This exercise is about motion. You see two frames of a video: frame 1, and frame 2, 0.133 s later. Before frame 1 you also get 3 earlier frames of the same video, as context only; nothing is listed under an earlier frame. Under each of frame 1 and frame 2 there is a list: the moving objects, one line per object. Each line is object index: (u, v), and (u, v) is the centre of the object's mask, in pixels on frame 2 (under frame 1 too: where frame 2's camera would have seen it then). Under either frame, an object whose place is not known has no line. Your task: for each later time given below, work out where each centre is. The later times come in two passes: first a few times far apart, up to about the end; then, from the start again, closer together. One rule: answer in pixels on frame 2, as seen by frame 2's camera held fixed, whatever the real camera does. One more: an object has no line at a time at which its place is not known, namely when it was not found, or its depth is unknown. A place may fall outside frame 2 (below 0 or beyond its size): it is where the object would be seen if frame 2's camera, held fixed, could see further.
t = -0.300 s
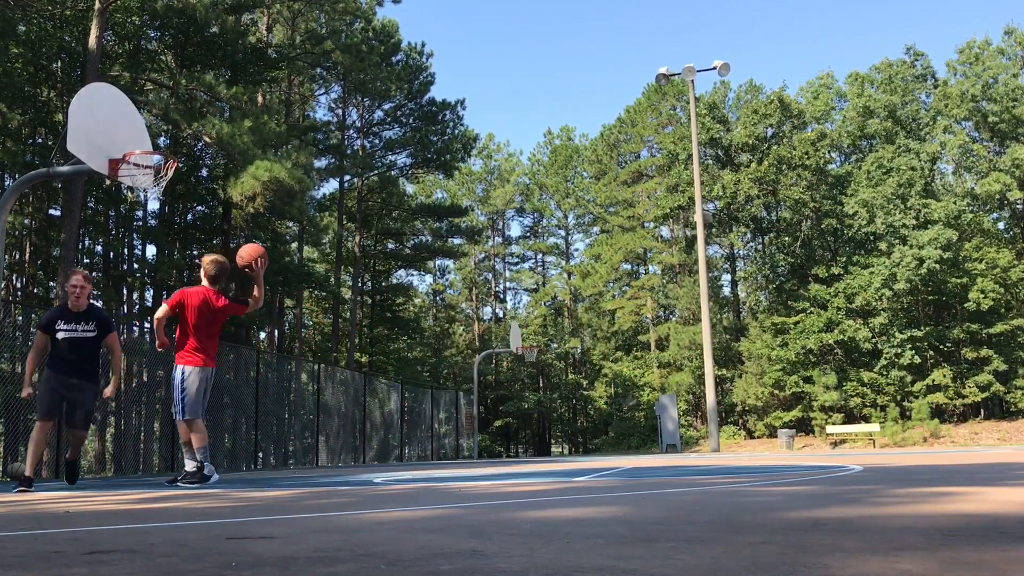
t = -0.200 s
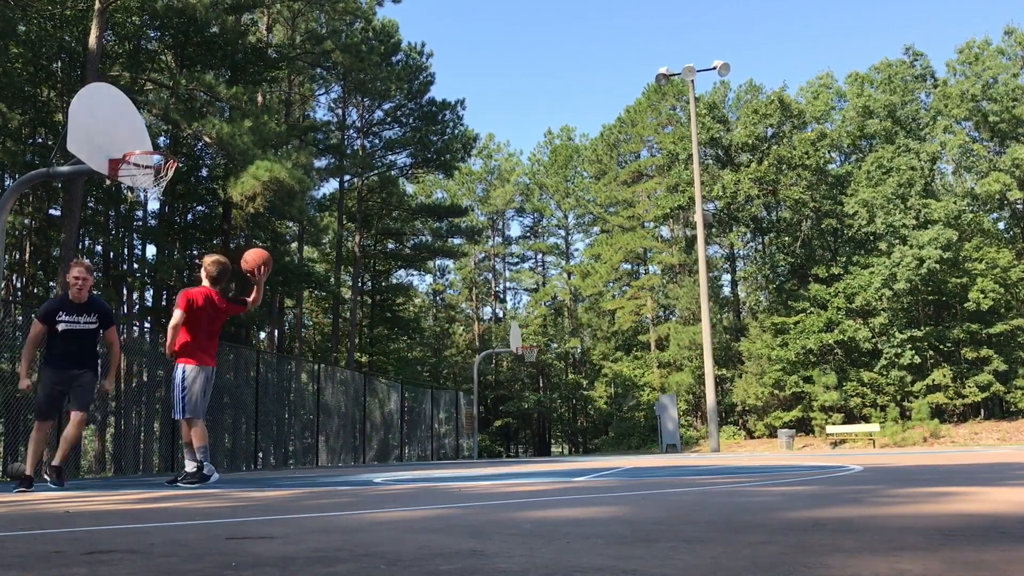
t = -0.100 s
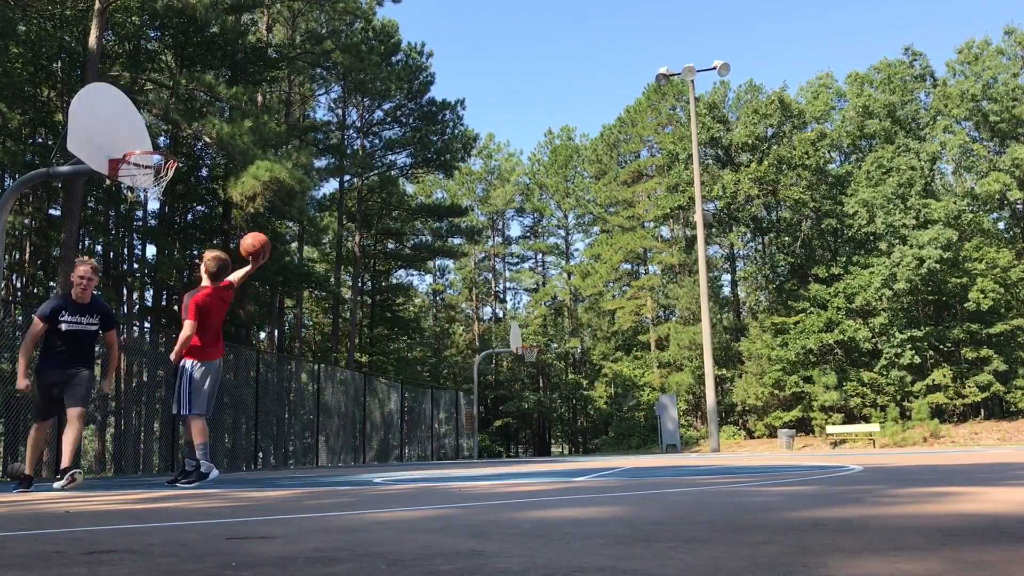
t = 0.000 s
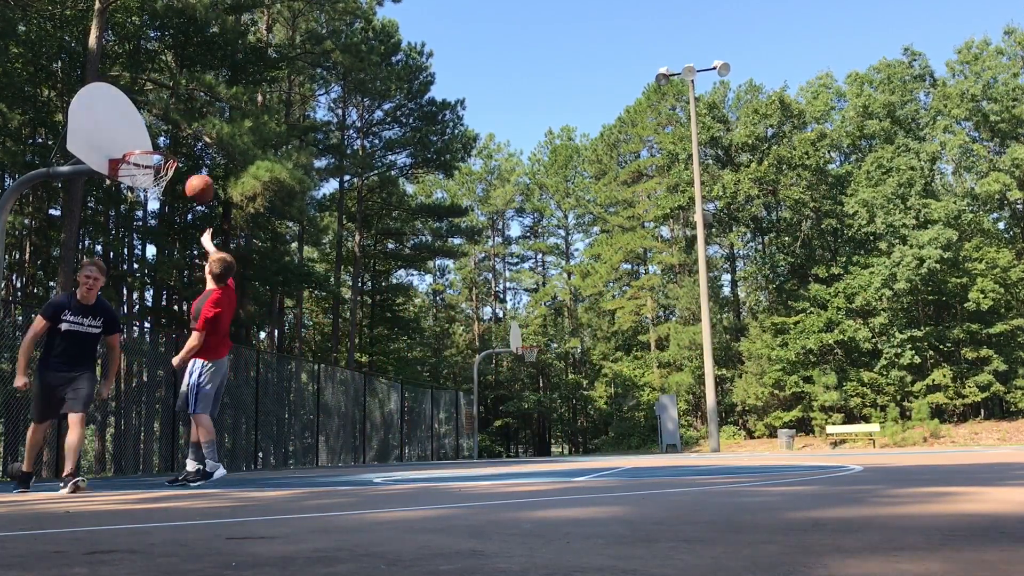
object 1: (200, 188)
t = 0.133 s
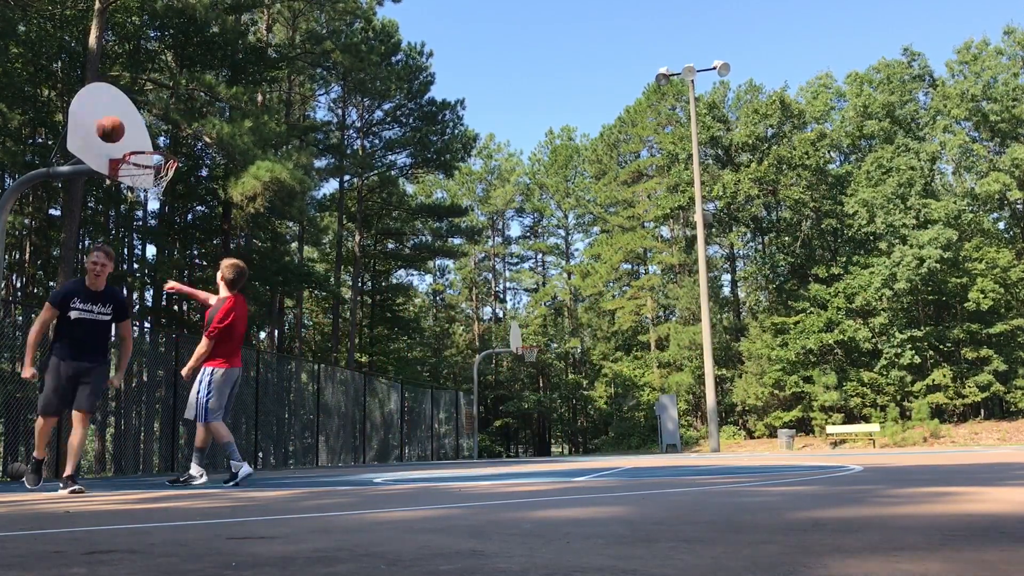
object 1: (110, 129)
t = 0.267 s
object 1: (156, 107)
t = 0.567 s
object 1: (331, 131)
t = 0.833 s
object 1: (491, 232)
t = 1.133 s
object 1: (685, 449)
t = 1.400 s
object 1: (743, 305)
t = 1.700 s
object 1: (809, 225)
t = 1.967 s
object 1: (874, 238)
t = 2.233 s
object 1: (947, 332)
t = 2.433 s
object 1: (1006, 437)
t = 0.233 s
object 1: (136, 111)
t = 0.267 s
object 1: (156, 107)
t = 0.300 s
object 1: (175, 106)
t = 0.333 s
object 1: (195, 105)
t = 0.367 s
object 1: (214, 104)
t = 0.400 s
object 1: (234, 106)
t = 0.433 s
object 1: (253, 108)
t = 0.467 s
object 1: (273, 113)
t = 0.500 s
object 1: (292, 118)
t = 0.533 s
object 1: (311, 124)
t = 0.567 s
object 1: (331, 131)
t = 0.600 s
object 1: (350, 139)
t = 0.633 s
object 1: (371, 149)
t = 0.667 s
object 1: (390, 159)
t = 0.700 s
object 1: (410, 171)
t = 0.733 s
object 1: (431, 185)
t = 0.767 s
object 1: (450, 200)
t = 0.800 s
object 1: (471, 215)
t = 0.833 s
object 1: (491, 232)
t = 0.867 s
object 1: (511, 251)
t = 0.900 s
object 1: (532, 269)
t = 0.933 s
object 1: (552, 291)
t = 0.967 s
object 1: (574, 313)
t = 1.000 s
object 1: (594, 337)
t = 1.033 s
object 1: (617, 362)
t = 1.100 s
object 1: (662, 418)
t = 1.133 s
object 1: (685, 449)
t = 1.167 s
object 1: (695, 441)
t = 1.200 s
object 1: (701, 417)
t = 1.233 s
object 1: (708, 395)
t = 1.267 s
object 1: (715, 374)
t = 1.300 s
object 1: (722, 354)
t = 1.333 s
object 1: (728, 336)
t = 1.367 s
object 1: (736, 320)
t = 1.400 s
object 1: (743, 305)
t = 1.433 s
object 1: (749, 291)
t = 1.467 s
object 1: (756, 278)
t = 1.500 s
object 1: (764, 267)
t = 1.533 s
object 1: (771, 257)
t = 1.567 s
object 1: (778, 248)
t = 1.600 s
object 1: (786, 240)
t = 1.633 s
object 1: (794, 233)
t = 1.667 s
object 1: (801, 228)
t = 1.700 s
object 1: (809, 225)
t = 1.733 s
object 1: (816, 222)
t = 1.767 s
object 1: (824, 220)
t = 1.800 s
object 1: (832, 220)
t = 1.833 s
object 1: (840, 221)
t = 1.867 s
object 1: (848, 223)
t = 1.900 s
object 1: (856, 227)
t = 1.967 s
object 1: (874, 238)
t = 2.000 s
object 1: (883, 244)
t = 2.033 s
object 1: (891, 253)
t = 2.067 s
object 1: (900, 263)
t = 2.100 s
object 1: (909, 274)
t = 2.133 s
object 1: (919, 287)
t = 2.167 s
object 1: (928, 301)
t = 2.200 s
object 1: (937, 316)
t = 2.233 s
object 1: (947, 332)
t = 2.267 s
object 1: (957, 351)
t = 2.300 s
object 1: (967, 370)
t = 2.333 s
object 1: (977, 391)
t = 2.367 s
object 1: (987, 414)
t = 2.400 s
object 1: (998, 438)
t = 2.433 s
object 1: (1006, 437)
